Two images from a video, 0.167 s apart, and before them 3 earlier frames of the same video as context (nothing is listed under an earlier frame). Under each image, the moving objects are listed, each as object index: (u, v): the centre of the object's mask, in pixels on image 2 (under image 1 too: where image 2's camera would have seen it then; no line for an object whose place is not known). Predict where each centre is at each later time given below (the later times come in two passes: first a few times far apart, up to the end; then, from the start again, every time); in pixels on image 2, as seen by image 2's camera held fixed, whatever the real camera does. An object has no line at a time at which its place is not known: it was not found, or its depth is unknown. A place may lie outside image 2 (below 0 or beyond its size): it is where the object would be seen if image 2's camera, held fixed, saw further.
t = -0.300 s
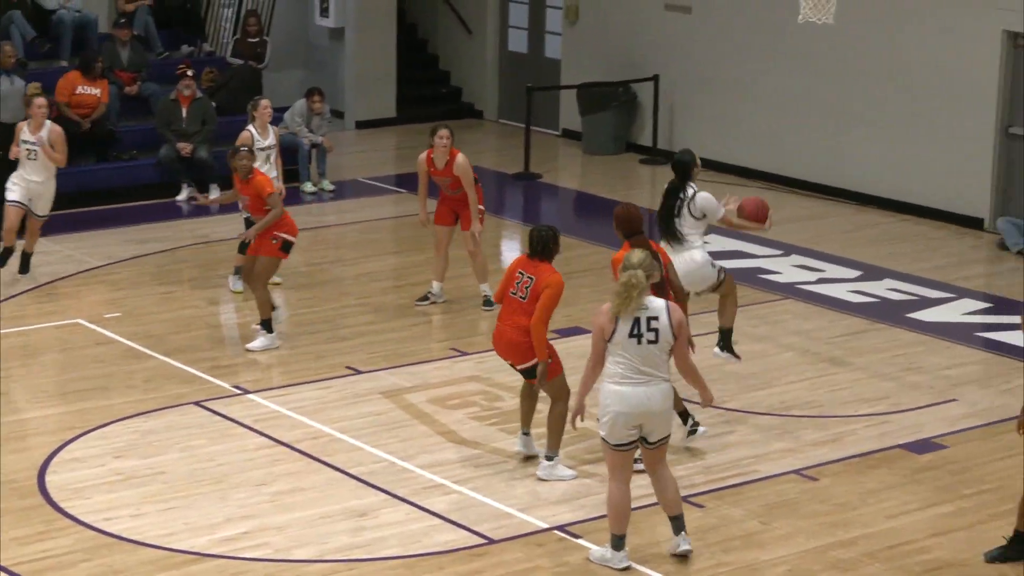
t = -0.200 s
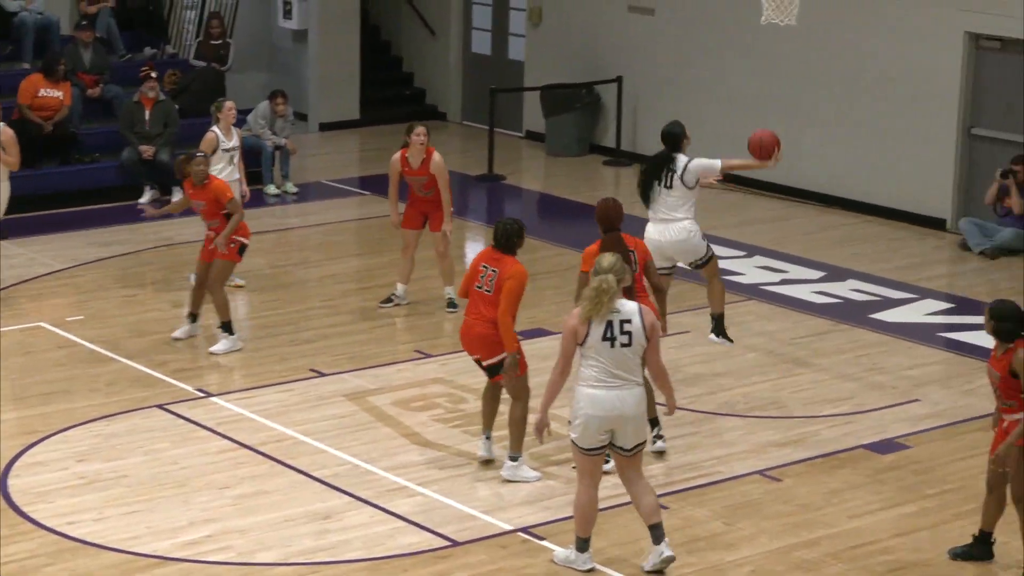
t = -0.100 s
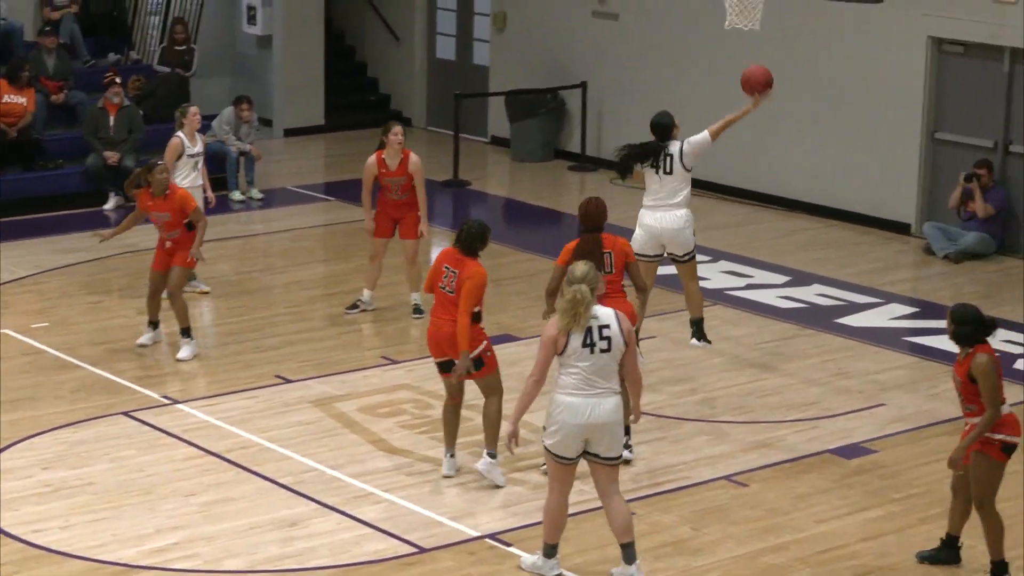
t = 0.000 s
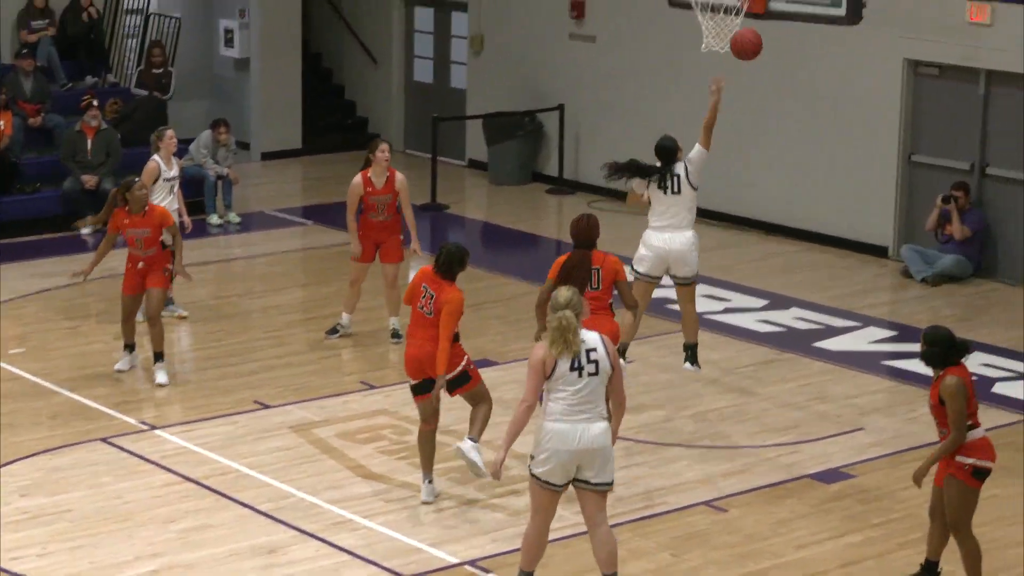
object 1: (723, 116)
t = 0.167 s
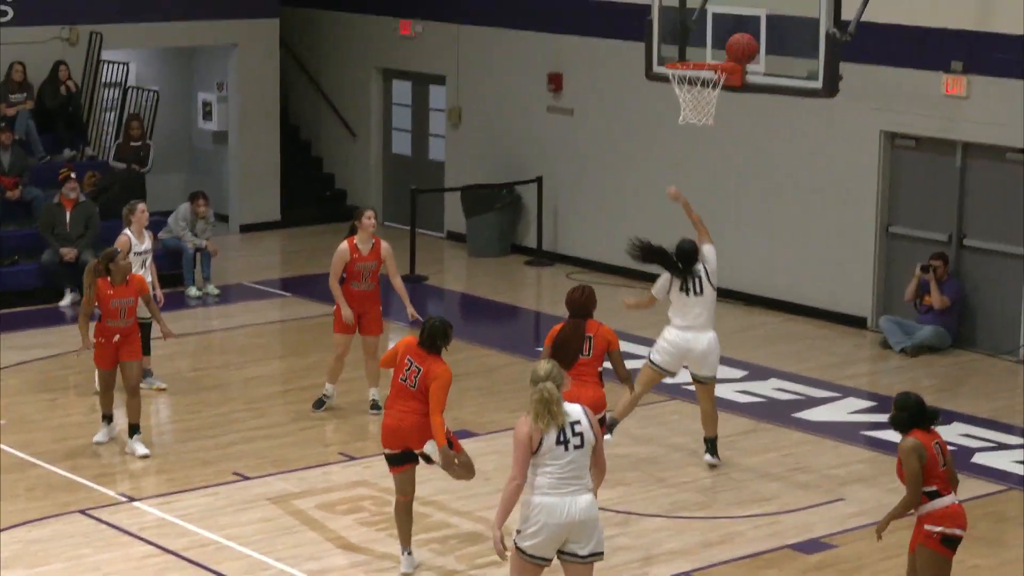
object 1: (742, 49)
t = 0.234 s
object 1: (749, 35)
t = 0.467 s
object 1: (748, 23)
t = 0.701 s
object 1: (709, 45)
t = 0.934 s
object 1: (681, 55)
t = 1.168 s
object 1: (688, 71)
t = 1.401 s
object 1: (707, 104)
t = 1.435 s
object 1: (709, 109)
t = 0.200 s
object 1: (745, 41)
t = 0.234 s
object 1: (749, 35)
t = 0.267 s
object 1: (752, 29)
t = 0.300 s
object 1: (755, 25)
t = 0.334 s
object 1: (758, 22)
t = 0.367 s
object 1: (761, 21)
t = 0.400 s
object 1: (760, 21)
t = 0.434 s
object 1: (754, 21)
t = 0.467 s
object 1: (748, 23)
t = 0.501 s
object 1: (742, 27)
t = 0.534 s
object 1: (735, 32)
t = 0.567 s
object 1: (729, 38)
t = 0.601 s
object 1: (723, 46)
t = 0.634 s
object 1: (717, 55)
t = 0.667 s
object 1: (713, 49)
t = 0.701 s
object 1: (709, 45)
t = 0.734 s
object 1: (705, 43)
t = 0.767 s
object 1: (701, 42)
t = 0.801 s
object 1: (697, 42)
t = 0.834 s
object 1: (693, 44)
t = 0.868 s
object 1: (689, 47)
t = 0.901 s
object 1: (684, 52)
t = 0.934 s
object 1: (681, 55)
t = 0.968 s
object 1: (681, 55)
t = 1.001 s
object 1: (682, 55)
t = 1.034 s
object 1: (682, 55)
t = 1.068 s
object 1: (683, 57)
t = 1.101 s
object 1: (683, 63)
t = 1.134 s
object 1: (686, 65)
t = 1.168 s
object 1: (688, 71)
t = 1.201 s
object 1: (689, 77)
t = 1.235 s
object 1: (691, 84)
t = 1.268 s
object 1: (695, 86)
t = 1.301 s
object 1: (697, 90)
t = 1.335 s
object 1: (701, 95)
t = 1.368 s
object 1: (704, 100)
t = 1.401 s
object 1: (707, 104)
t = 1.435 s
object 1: (709, 109)
